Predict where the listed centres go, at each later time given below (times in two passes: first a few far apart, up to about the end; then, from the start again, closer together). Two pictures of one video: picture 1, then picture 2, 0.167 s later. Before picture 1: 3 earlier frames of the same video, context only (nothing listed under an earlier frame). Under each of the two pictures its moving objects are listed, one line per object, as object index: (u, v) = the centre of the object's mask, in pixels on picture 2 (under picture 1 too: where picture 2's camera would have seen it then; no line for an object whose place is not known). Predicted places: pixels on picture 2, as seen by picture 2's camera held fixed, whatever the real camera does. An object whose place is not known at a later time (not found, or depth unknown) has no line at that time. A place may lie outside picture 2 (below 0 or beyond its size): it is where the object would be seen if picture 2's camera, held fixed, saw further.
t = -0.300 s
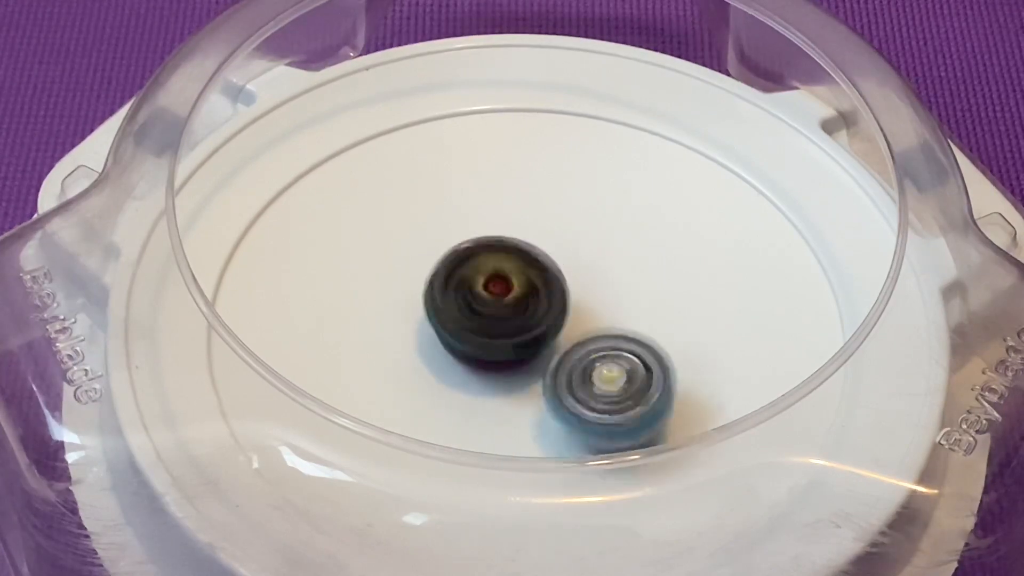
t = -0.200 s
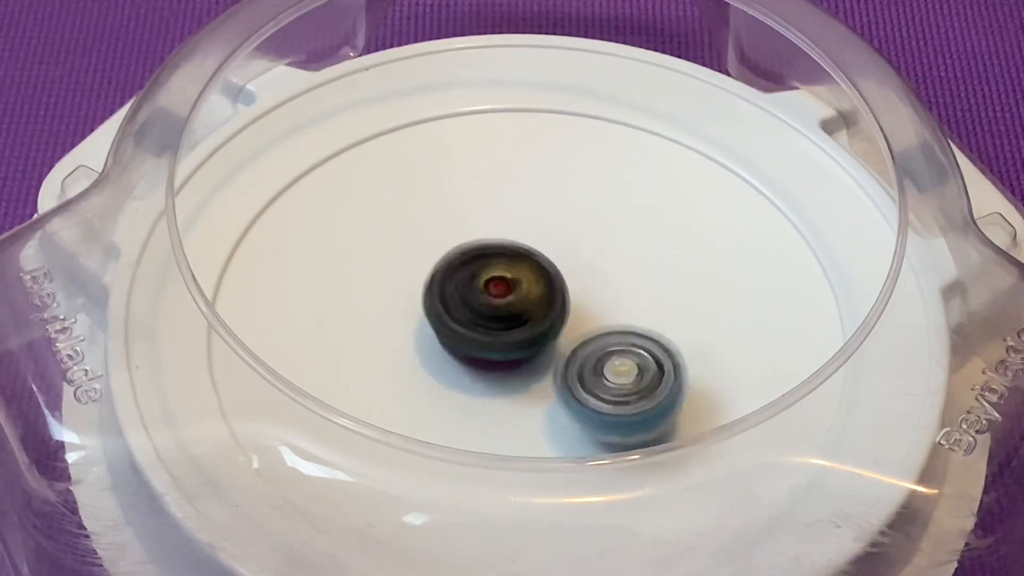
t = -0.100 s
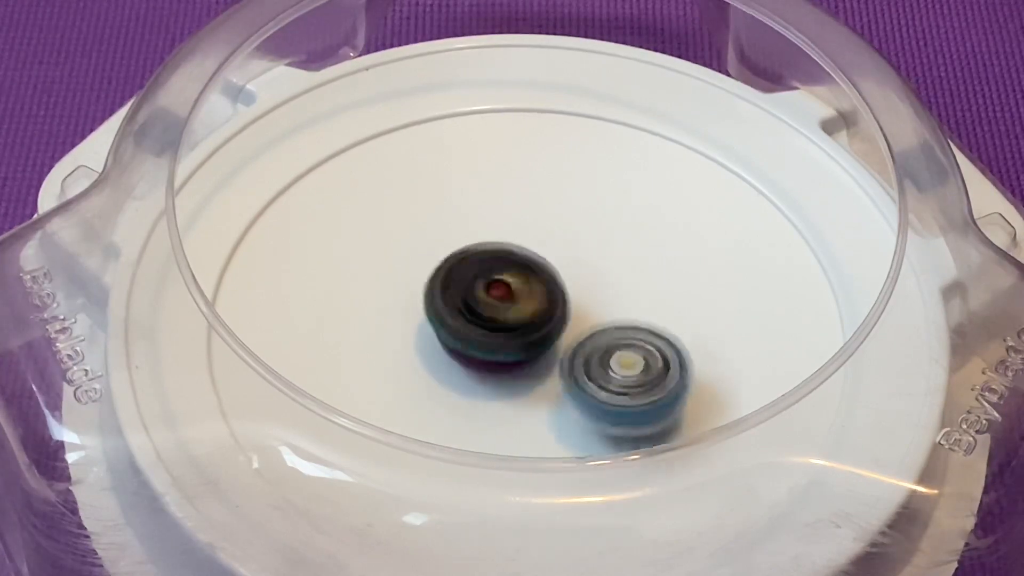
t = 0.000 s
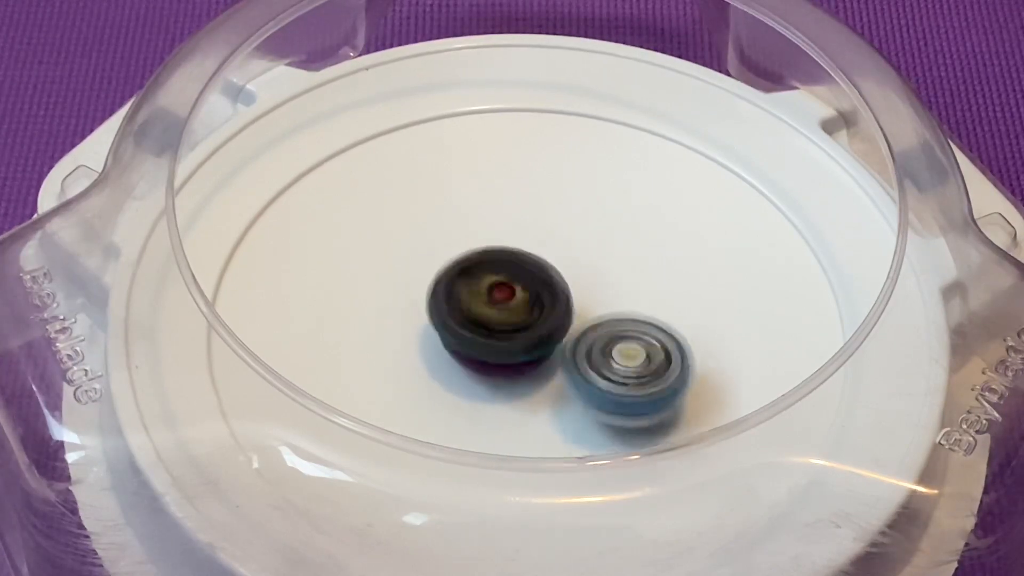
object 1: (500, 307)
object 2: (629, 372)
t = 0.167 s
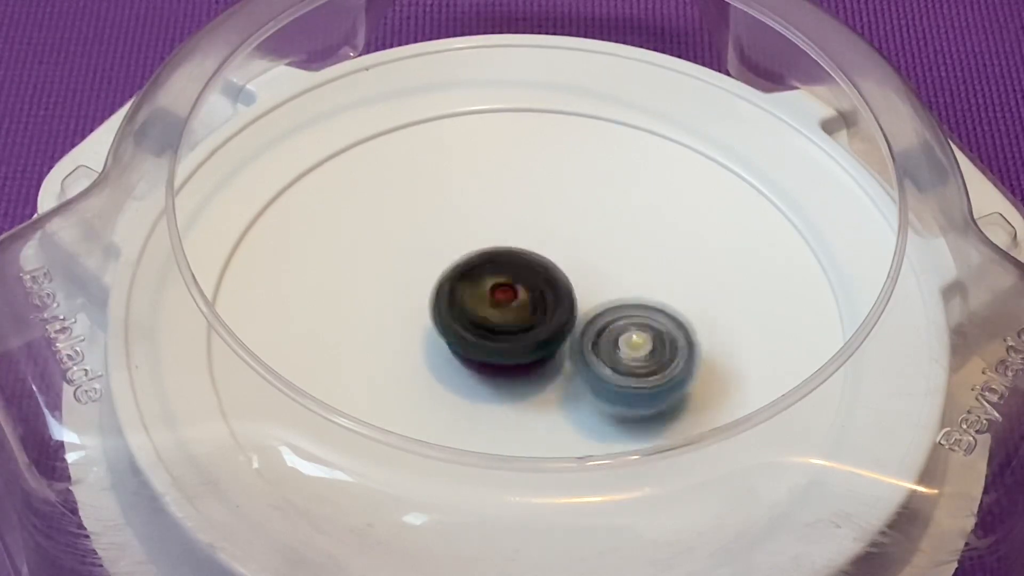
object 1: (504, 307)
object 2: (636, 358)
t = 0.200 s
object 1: (505, 308)
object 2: (638, 356)
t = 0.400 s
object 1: (494, 304)
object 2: (652, 350)
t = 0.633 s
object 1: (497, 305)
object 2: (642, 338)
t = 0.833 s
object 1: (489, 310)
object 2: (644, 324)
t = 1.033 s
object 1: (495, 312)
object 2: (644, 309)
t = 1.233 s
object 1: (488, 323)
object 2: (661, 294)
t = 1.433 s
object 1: (491, 324)
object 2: (660, 284)
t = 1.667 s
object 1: (506, 322)
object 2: (633, 283)
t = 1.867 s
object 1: (499, 329)
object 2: (643, 263)
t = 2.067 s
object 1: (498, 331)
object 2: (636, 256)
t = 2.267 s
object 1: (505, 329)
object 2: (615, 265)
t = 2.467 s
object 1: (503, 331)
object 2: (598, 254)
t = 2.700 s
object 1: (503, 332)
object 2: (584, 239)
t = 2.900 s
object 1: (507, 333)
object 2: (577, 232)
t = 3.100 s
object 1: (515, 334)
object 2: (569, 233)
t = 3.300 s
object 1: (519, 340)
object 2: (559, 230)
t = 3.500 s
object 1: (525, 339)
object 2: (540, 232)
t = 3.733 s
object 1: (531, 335)
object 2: (522, 226)
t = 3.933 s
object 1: (530, 338)
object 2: (519, 226)
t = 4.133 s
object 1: (535, 342)
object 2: (511, 227)
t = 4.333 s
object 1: (539, 342)
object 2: (505, 235)
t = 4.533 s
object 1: (547, 339)
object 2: (493, 240)
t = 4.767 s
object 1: (550, 340)
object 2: (482, 235)
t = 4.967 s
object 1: (546, 340)
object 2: (475, 242)
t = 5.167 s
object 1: (543, 341)
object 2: (460, 248)
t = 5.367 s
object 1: (546, 347)
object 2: (450, 252)
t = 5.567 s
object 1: (557, 348)
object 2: (447, 257)
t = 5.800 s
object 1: (551, 343)
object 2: (441, 279)
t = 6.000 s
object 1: (554, 340)
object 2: (424, 291)
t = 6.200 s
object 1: (560, 329)
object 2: (414, 293)
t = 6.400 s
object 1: (563, 326)
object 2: (421, 301)
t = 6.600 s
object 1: (560, 325)
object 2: (425, 310)
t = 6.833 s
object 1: (560, 326)
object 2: (410, 305)
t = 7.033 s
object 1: (589, 324)
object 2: (396, 303)
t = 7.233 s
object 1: (578, 322)
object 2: (417, 312)
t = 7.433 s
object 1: (579, 320)
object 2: (450, 359)
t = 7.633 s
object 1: (572, 308)
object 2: (441, 397)
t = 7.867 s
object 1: (566, 304)
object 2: (453, 386)
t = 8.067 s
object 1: (549, 297)
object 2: (447, 389)
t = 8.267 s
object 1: (568, 280)
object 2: (445, 380)
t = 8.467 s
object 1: (570, 287)
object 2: (471, 359)
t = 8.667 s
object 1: (573, 289)
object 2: (482, 369)
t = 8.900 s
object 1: (572, 290)
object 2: (475, 371)
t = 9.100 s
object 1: (572, 290)
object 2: (463, 353)
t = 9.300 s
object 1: (572, 290)
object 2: (469, 357)
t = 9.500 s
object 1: (572, 290)
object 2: (475, 361)
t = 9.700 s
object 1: (572, 290)
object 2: (469, 357)
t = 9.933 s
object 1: (572, 290)
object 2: (473, 359)
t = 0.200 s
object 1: (505, 308)
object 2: (638, 356)
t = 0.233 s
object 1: (499, 306)
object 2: (645, 357)
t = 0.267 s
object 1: (497, 304)
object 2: (645, 357)
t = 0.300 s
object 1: (497, 305)
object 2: (647, 355)
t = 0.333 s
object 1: (496, 304)
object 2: (651, 352)
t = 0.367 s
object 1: (495, 304)
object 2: (652, 352)
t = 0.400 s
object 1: (494, 304)
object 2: (652, 350)
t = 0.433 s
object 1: (494, 303)
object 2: (654, 348)
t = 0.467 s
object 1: (494, 304)
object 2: (653, 348)
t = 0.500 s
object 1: (494, 304)
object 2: (652, 346)
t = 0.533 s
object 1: (494, 303)
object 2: (650, 344)
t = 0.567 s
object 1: (494, 305)
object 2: (648, 342)
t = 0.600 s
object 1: (496, 304)
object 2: (647, 341)
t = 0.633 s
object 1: (497, 305)
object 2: (642, 338)
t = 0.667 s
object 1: (498, 305)
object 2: (638, 336)
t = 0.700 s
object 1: (499, 307)
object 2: (637, 333)
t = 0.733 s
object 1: (496, 308)
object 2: (640, 330)
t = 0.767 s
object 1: (491, 309)
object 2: (645, 330)
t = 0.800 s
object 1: (490, 308)
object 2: (645, 327)
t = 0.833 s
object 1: (489, 310)
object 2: (644, 324)
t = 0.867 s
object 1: (490, 310)
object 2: (647, 321)
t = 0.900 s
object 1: (489, 309)
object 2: (647, 318)
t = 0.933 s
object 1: (491, 309)
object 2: (645, 316)
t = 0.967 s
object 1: (492, 311)
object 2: (646, 312)
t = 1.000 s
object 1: (493, 311)
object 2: (645, 311)
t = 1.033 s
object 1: (495, 312)
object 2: (644, 309)
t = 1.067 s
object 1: (496, 312)
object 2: (641, 307)
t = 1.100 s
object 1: (499, 313)
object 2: (639, 304)
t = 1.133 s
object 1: (500, 314)
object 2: (639, 302)
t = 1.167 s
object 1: (495, 317)
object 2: (648, 299)
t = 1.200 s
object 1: (487, 322)
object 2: (658, 296)
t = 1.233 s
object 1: (488, 323)
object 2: (661, 294)
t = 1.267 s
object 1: (487, 323)
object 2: (659, 292)
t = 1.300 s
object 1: (487, 324)
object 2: (662, 289)
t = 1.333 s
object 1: (487, 325)
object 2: (662, 288)
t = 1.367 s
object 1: (489, 325)
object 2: (662, 287)
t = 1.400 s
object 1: (490, 326)
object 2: (662, 286)
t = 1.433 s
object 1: (491, 324)
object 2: (660, 284)
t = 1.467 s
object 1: (493, 325)
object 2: (658, 285)
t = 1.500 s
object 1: (495, 324)
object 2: (655, 286)
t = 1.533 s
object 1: (498, 325)
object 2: (651, 286)
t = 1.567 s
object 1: (500, 325)
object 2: (647, 286)
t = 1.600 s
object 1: (503, 327)
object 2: (641, 286)
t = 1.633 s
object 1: (505, 324)
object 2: (636, 285)
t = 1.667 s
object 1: (506, 322)
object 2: (633, 283)
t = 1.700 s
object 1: (507, 326)
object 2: (630, 280)
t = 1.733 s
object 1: (508, 324)
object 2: (631, 278)
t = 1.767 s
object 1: (508, 324)
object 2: (629, 276)
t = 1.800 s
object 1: (500, 327)
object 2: (637, 269)
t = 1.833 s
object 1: (499, 332)
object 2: (643, 264)
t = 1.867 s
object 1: (499, 329)
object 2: (643, 263)
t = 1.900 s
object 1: (498, 329)
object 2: (642, 261)
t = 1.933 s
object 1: (497, 329)
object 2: (639, 258)
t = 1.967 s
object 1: (497, 331)
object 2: (638, 257)
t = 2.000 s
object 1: (497, 330)
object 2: (638, 256)
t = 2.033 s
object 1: (498, 331)
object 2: (637, 256)
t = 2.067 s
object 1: (498, 331)
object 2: (636, 256)
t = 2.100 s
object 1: (499, 331)
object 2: (635, 257)
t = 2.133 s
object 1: (500, 330)
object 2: (633, 259)
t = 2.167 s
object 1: (502, 330)
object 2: (630, 260)
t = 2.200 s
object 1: (503, 330)
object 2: (626, 262)
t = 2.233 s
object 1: (505, 329)
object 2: (621, 263)
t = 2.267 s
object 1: (505, 329)
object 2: (615, 265)
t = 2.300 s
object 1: (506, 328)
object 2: (612, 264)
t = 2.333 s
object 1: (502, 333)
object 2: (614, 260)
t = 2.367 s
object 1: (505, 334)
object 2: (614, 258)
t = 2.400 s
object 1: (504, 331)
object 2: (610, 258)
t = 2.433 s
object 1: (504, 330)
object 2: (604, 256)
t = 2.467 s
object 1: (503, 331)
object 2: (598, 254)
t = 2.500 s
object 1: (505, 329)
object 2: (596, 252)
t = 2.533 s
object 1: (503, 329)
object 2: (592, 250)
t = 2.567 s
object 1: (503, 329)
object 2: (588, 248)
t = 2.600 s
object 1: (503, 332)
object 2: (587, 246)
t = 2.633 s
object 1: (506, 331)
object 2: (586, 244)
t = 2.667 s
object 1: (505, 329)
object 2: (583, 242)
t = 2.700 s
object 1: (503, 332)
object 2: (584, 239)
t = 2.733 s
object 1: (504, 333)
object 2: (585, 237)
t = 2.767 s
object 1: (504, 333)
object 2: (581, 235)
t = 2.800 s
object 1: (504, 333)
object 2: (580, 232)
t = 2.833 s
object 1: (505, 333)
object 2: (579, 232)
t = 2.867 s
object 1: (506, 333)
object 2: (580, 231)
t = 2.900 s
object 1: (507, 333)
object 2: (577, 232)
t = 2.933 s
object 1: (508, 333)
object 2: (576, 233)
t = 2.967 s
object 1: (509, 333)
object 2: (573, 233)
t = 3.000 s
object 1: (510, 332)
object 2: (572, 235)
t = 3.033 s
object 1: (511, 332)
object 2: (569, 237)
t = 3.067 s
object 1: (511, 335)
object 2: (570, 234)
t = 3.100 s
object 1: (515, 334)
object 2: (569, 233)
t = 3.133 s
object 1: (515, 332)
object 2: (565, 235)
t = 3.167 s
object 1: (514, 335)
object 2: (564, 233)
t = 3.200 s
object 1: (515, 336)
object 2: (563, 233)
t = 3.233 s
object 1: (517, 336)
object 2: (557, 234)
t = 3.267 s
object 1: (516, 339)
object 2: (556, 231)
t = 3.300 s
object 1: (519, 340)
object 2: (559, 230)
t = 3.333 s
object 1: (519, 339)
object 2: (557, 233)
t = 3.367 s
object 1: (520, 340)
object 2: (549, 230)
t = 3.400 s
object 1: (520, 339)
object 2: (546, 229)
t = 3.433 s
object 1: (523, 340)
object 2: (547, 227)
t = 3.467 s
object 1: (524, 339)
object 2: (546, 231)
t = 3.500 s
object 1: (525, 339)
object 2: (540, 232)
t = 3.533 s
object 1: (526, 339)
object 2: (535, 228)
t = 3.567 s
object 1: (528, 340)
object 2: (534, 226)
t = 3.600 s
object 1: (529, 338)
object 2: (533, 226)
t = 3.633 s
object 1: (528, 337)
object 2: (529, 228)
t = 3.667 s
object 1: (528, 337)
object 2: (525, 228)
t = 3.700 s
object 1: (529, 337)
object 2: (522, 226)
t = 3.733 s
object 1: (531, 335)
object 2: (522, 226)
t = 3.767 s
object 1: (530, 337)
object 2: (522, 226)
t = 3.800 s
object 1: (530, 337)
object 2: (522, 224)
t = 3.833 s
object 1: (531, 338)
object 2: (522, 226)
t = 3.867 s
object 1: (531, 339)
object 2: (520, 224)
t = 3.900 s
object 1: (530, 338)
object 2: (521, 225)
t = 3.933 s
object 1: (530, 338)
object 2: (519, 226)
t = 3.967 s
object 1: (529, 338)
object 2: (515, 226)
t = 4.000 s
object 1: (532, 340)
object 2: (513, 221)
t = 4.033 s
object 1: (533, 339)
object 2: (517, 224)
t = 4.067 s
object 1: (532, 338)
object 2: (516, 227)
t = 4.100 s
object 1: (532, 340)
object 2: (511, 227)
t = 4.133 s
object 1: (535, 342)
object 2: (511, 227)
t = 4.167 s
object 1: (537, 341)
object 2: (514, 227)
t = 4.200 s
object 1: (536, 340)
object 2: (511, 230)
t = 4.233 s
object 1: (537, 343)
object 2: (510, 231)
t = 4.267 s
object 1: (538, 343)
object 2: (512, 232)
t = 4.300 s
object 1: (539, 343)
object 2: (512, 234)
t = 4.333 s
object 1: (539, 342)
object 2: (505, 235)
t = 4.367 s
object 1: (541, 342)
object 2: (500, 238)
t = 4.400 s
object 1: (541, 341)
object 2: (498, 238)
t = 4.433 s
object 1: (541, 341)
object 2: (498, 240)
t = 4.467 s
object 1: (543, 340)
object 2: (494, 240)
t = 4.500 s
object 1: (546, 341)
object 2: (493, 240)
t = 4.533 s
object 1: (547, 339)
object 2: (493, 240)
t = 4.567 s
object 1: (548, 343)
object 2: (491, 237)
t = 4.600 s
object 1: (551, 343)
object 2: (490, 236)
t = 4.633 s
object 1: (551, 341)
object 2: (490, 234)
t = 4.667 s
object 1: (549, 345)
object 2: (487, 234)
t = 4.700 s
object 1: (549, 343)
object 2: (485, 235)
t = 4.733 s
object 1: (549, 345)
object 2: (482, 235)
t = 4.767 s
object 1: (550, 340)
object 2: (482, 235)
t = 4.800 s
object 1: (548, 339)
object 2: (480, 237)
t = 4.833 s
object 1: (548, 339)
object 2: (480, 240)
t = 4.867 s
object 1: (547, 341)
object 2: (478, 241)
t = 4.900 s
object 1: (549, 341)
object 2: (477, 242)
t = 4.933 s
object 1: (548, 336)
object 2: (477, 243)
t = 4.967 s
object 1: (546, 340)
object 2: (475, 242)
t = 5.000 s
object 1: (548, 344)
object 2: (475, 241)
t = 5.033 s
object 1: (547, 342)
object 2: (473, 243)
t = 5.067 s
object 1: (547, 342)
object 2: (471, 246)
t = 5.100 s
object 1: (545, 342)
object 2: (466, 246)
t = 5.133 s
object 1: (544, 344)
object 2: (463, 248)
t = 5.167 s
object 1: (543, 341)
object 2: (460, 248)
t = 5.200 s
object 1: (543, 342)
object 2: (460, 250)
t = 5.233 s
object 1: (543, 342)
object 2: (459, 251)
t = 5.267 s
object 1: (542, 343)
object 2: (456, 252)
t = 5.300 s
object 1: (543, 343)
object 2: (456, 252)
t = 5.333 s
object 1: (542, 343)
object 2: (457, 254)
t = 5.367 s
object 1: (546, 347)
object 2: (450, 252)
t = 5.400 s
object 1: (553, 347)
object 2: (447, 248)
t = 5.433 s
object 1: (554, 347)
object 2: (448, 247)
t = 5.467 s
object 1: (555, 347)
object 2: (451, 248)
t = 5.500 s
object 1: (554, 348)
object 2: (450, 252)
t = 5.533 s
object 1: (555, 349)
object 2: (449, 255)
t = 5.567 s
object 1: (557, 348)
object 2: (447, 257)
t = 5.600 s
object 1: (557, 347)
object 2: (446, 258)
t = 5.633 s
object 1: (556, 346)
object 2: (447, 261)
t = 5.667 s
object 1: (554, 345)
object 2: (445, 264)
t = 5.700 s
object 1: (552, 345)
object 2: (445, 268)
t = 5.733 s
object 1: (551, 343)
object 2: (444, 272)
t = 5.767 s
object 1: (550, 343)
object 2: (444, 276)
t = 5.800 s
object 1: (551, 343)
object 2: (441, 279)
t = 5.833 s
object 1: (552, 342)
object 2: (440, 282)
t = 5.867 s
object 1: (554, 342)
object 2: (437, 283)
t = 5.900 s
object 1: (559, 337)
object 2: (430, 286)
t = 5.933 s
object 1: (556, 335)
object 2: (427, 289)
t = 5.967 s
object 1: (553, 336)
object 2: (424, 290)
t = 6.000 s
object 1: (554, 340)
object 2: (424, 291)
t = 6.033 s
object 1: (554, 337)
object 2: (424, 293)
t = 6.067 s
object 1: (556, 336)
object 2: (424, 295)
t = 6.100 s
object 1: (557, 335)
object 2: (420, 294)
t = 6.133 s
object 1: (563, 334)
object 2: (412, 292)
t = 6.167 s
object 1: (564, 331)
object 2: (411, 292)
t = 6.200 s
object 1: (560, 329)
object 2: (414, 293)
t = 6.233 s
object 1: (557, 332)
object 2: (418, 295)
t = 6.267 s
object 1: (557, 333)
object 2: (422, 293)
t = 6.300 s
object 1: (558, 333)
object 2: (425, 301)
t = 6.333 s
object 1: (563, 331)
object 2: (423, 299)
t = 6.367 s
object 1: (563, 324)
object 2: (424, 303)
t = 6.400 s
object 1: (563, 326)
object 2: (421, 301)
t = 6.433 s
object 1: (561, 324)
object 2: (421, 299)
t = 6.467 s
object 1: (560, 325)
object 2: (422, 300)
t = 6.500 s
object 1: (560, 325)
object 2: (423, 305)
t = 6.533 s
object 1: (562, 325)
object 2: (424, 306)
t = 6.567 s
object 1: (561, 324)
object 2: (425, 307)
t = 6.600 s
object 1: (560, 325)
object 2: (425, 310)
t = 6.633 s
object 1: (561, 326)
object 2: (424, 309)
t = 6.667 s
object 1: (561, 324)
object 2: (425, 310)
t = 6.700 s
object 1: (565, 326)
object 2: (417, 307)
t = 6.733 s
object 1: (568, 327)
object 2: (410, 305)
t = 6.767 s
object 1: (565, 325)
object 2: (406, 306)
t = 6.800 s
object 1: (561, 325)
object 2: (407, 306)
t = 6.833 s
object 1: (560, 326)
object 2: (410, 305)
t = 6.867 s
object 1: (561, 326)
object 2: (415, 307)
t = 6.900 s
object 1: (562, 327)
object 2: (420, 305)
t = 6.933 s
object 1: (564, 327)
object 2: (424, 311)
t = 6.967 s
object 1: (565, 326)
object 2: (426, 311)
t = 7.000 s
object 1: (581, 326)
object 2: (406, 304)
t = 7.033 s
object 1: (589, 324)
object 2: (396, 303)
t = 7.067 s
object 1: (588, 315)
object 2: (392, 299)
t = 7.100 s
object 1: (585, 321)
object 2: (392, 296)
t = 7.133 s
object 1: (584, 320)
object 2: (397, 296)
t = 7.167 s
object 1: (582, 319)
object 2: (405, 300)
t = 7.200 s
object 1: (580, 320)
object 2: (412, 304)
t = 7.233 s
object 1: (578, 322)
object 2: (417, 312)
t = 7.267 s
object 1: (578, 323)
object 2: (420, 322)
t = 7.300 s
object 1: (578, 324)
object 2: (426, 329)
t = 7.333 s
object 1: (575, 325)
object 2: (434, 334)
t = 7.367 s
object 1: (576, 326)
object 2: (441, 341)
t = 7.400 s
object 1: (578, 323)
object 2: (446, 349)
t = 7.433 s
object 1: (579, 320)
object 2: (450, 359)
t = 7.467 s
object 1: (575, 317)
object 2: (453, 365)
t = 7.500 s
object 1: (572, 313)
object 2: (453, 374)
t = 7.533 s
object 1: (576, 311)
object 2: (448, 384)
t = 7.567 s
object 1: (576, 310)
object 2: (447, 394)
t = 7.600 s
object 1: (574, 309)
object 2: (442, 396)
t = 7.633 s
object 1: (572, 308)
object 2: (441, 397)
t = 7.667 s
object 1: (570, 308)
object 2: (441, 399)
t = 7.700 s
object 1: (568, 308)
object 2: (441, 398)
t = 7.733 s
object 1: (567, 309)
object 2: (447, 398)
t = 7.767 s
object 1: (566, 309)
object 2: (452, 394)
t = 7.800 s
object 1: (564, 311)
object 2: (458, 389)
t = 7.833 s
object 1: (563, 308)
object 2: (459, 386)
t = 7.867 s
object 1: (566, 304)
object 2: (453, 386)
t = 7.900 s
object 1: (567, 300)
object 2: (448, 388)
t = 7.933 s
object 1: (565, 297)
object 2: (445, 388)
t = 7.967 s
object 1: (562, 295)
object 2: (443, 388)
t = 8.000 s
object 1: (558, 294)
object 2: (444, 388)
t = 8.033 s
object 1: (554, 296)
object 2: (449, 388)
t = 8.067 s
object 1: (549, 297)
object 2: (447, 389)
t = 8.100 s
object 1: (548, 296)
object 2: (449, 389)
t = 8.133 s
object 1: (551, 298)
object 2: (450, 381)
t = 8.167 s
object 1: (559, 297)
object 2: (449, 381)
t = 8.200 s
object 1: (566, 291)
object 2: (445, 384)
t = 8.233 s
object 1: (569, 284)
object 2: (444, 383)
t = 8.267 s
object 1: (568, 280)
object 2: (445, 380)
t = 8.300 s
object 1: (565, 279)
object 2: (444, 376)
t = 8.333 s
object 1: (561, 280)
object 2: (448, 376)
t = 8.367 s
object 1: (558, 281)
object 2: (451, 370)
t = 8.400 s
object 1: (558, 285)
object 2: (456, 366)
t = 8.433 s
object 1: (565, 286)
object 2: (465, 360)
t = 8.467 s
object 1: (570, 287)
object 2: (471, 359)
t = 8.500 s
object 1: (574, 286)
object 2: (472, 363)
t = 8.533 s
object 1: (575, 286)
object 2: (477, 363)
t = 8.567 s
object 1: (575, 286)
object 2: (482, 363)
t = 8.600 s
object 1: (574, 287)
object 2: (484, 364)
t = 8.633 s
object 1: (574, 288)
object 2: (486, 366)
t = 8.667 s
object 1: (573, 289)
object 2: (482, 369)
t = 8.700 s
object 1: (572, 290)
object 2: (477, 373)
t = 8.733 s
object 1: (572, 290)
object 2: (475, 372)
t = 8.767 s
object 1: (572, 290)
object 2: (475, 371)
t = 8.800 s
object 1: (572, 290)
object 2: (476, 370)
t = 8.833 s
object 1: (572, 290)
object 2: (476, 375)
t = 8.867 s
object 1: (572, 290)
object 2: (475, 373)
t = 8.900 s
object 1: (572, 290)
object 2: (475, 371)
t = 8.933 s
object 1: (572, 290)
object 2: (475, 369)
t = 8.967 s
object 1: (572, 290)
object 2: (475, 366)
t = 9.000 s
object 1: (572, 290)
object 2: (471, 360)
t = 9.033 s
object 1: (572, 290)
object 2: (468, 356)
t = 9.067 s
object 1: (572, 290)
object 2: (465, 354)
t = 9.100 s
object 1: (572, 290)
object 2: (463, 353)
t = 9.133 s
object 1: (572, 290)
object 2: (462, 353)
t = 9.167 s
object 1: (572, 290)
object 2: (462, 353)
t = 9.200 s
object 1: (572, 290)
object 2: (462, 353)
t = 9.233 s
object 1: (572, 290)
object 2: (464, 354)
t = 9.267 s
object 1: (572, 290)
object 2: (466, 355)
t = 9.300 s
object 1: (572, 290)
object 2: (469, 357)
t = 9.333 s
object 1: (572, 290)
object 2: (474, 361)
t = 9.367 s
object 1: (572, 290)
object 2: (476, 364)
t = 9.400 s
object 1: (572, 290)
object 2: (476, 366)
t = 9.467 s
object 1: (572, 290)
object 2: (476, 364)
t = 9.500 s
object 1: (572, 290)
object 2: (475, 361)
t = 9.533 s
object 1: (572, 290)
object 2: (472, 359)
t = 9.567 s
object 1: (572, 290)
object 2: (469, 357)
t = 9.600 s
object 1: (572, 290)
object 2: (467, 356)
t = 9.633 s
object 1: (572, 290)
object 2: (467, 355)
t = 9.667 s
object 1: (572, 290)
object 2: (467, 356)
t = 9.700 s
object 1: (572, 290)
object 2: (469, 357)
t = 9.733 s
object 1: (572, 290)
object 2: (472, 359)
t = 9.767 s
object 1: (572, 290)
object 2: (475, 362)
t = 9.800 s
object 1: (572, 290)
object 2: (476, 364)
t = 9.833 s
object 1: (572, 290)
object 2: (477, 364)
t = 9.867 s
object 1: (572, 290)
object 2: (476, 363)
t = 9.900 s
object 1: (572, 290)
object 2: (475, 361)
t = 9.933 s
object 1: (572, 290)
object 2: (473, 359)
